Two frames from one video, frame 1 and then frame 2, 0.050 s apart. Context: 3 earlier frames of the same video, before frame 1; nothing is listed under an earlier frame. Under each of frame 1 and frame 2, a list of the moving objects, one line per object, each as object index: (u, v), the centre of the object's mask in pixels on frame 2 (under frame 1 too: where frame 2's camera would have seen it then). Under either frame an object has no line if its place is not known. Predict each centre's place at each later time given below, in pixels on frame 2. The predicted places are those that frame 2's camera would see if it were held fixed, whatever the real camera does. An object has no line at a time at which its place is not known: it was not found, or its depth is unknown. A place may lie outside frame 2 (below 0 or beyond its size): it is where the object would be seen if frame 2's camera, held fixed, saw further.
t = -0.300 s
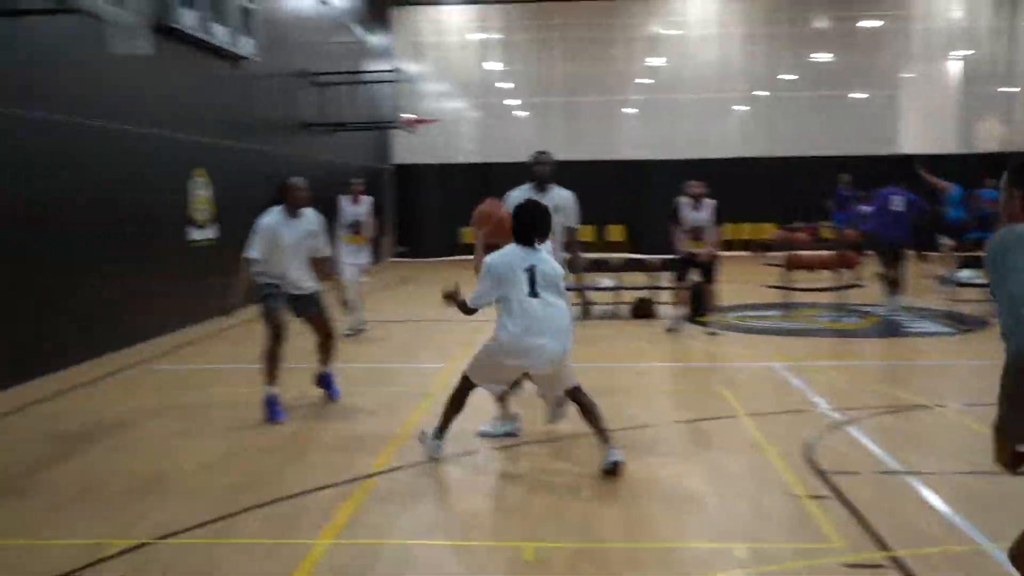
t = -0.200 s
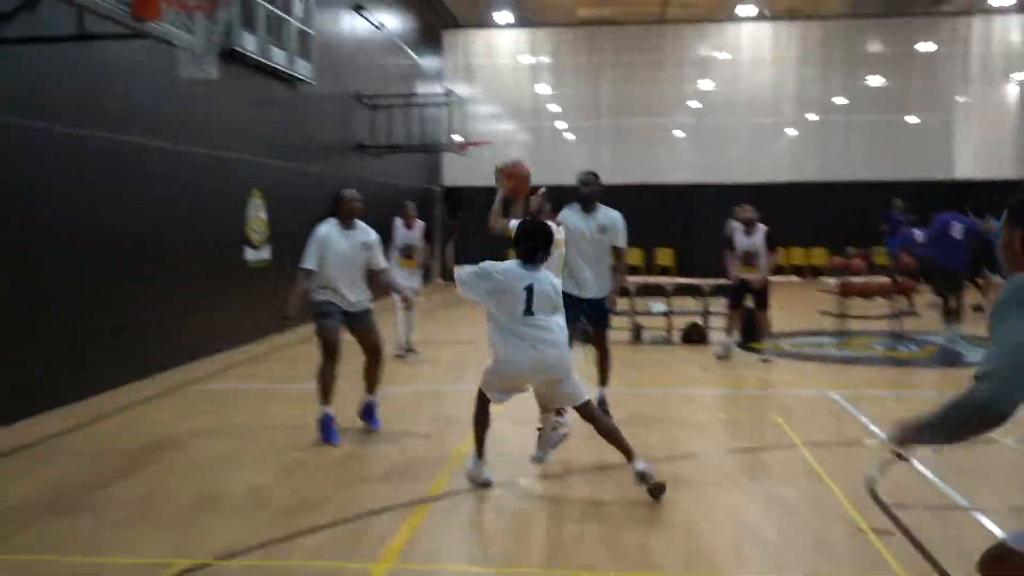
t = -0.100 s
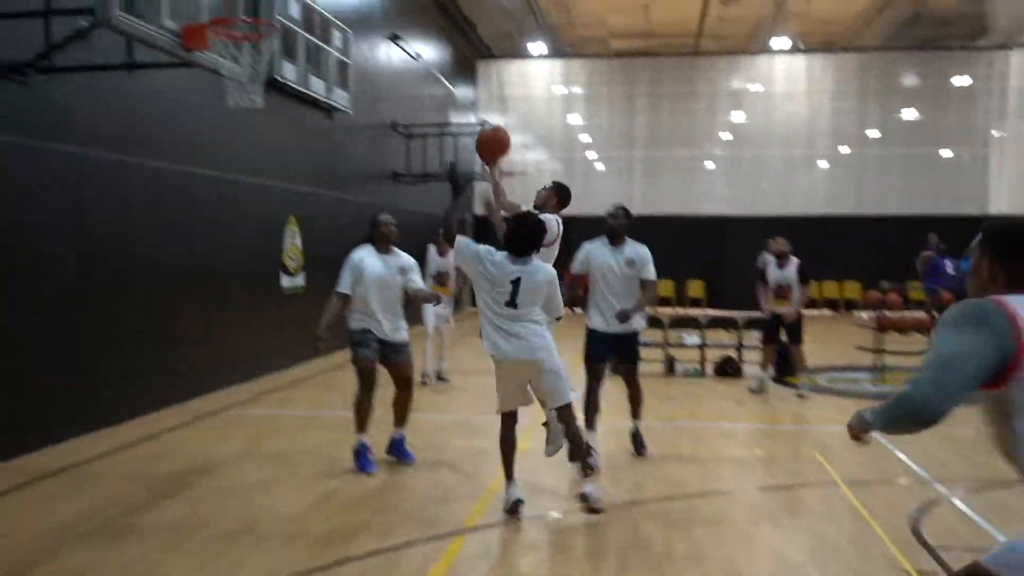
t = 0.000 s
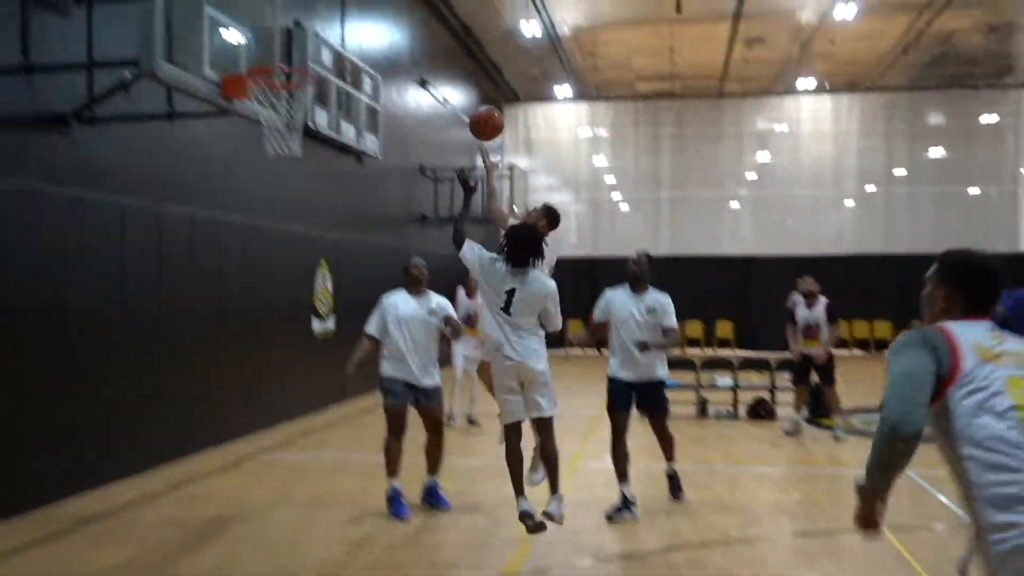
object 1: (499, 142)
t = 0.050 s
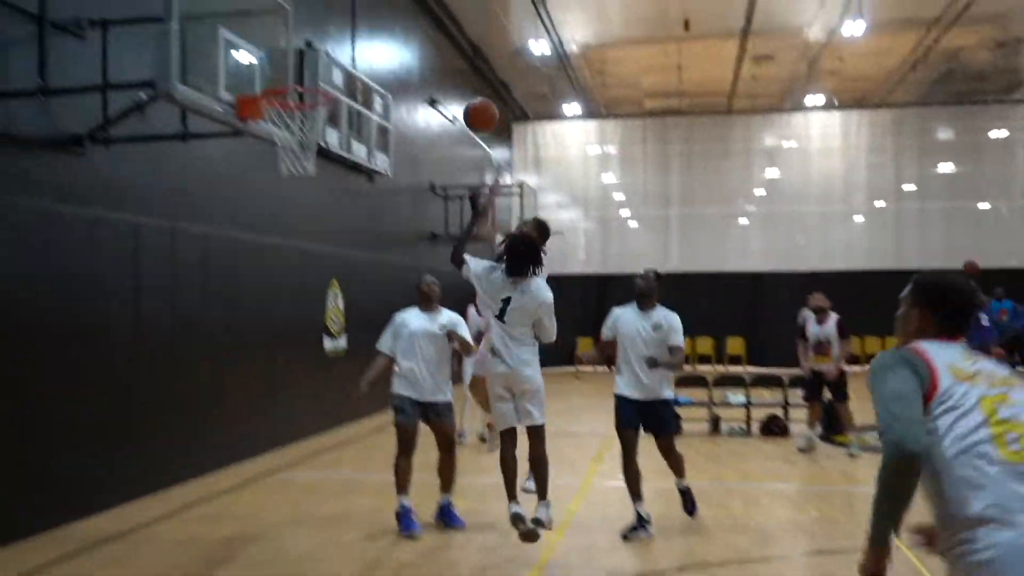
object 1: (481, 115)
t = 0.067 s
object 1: (475, 107)
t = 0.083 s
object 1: (469, 99)
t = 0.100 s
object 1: (463, 92)
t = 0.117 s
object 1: (457, 85)
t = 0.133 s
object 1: (453, 79)
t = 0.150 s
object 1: (449, 74)
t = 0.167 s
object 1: (444, 68)
